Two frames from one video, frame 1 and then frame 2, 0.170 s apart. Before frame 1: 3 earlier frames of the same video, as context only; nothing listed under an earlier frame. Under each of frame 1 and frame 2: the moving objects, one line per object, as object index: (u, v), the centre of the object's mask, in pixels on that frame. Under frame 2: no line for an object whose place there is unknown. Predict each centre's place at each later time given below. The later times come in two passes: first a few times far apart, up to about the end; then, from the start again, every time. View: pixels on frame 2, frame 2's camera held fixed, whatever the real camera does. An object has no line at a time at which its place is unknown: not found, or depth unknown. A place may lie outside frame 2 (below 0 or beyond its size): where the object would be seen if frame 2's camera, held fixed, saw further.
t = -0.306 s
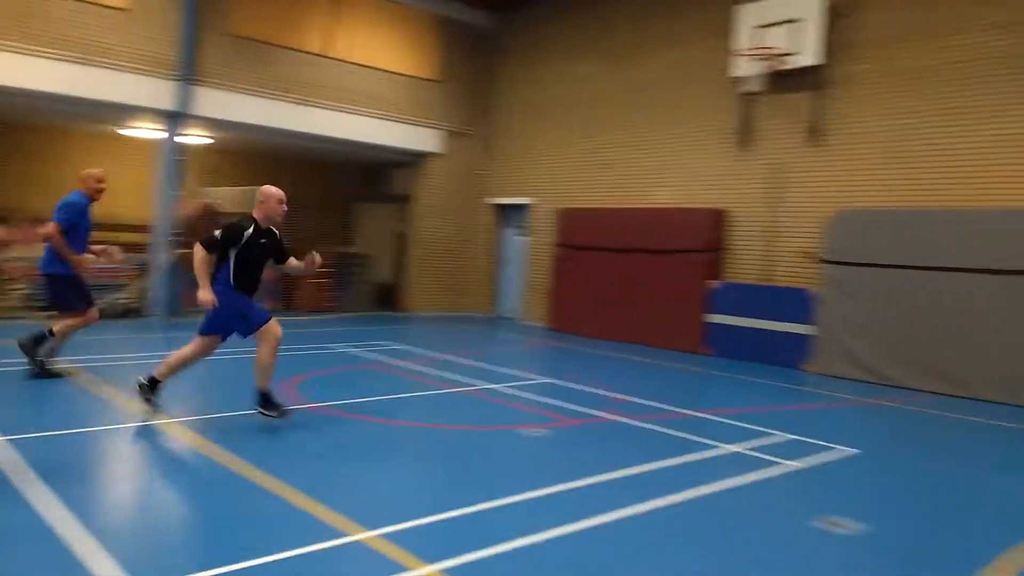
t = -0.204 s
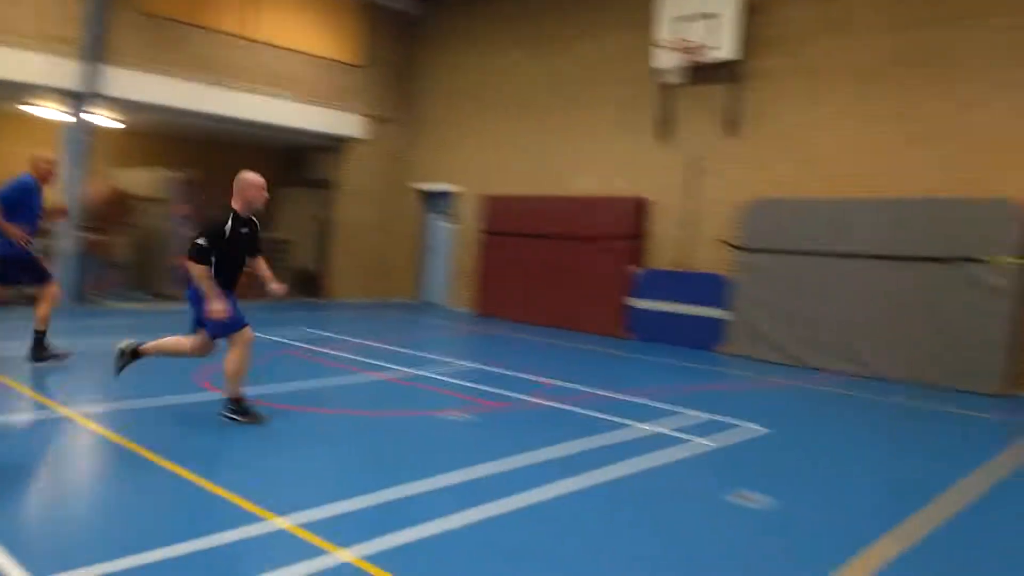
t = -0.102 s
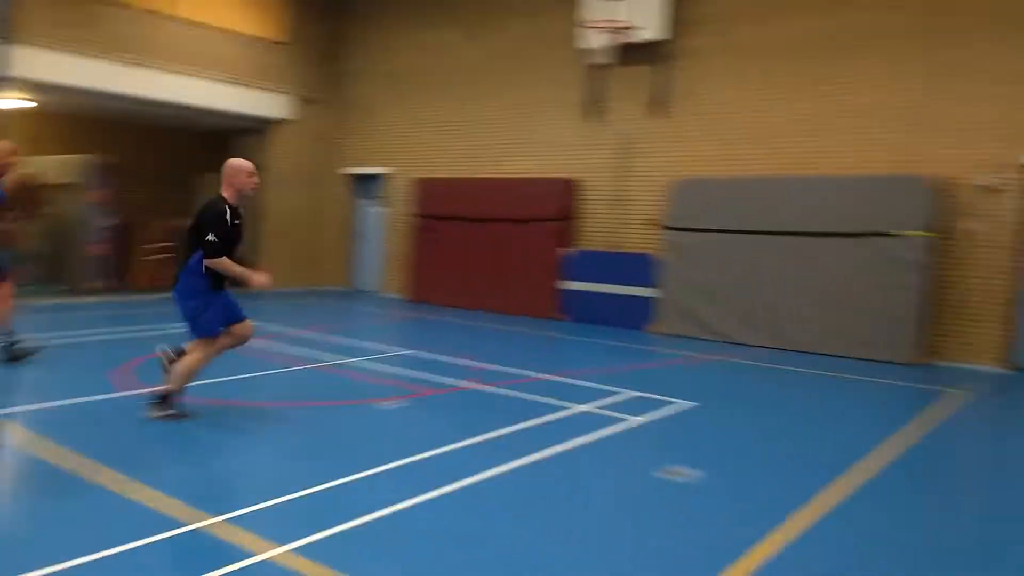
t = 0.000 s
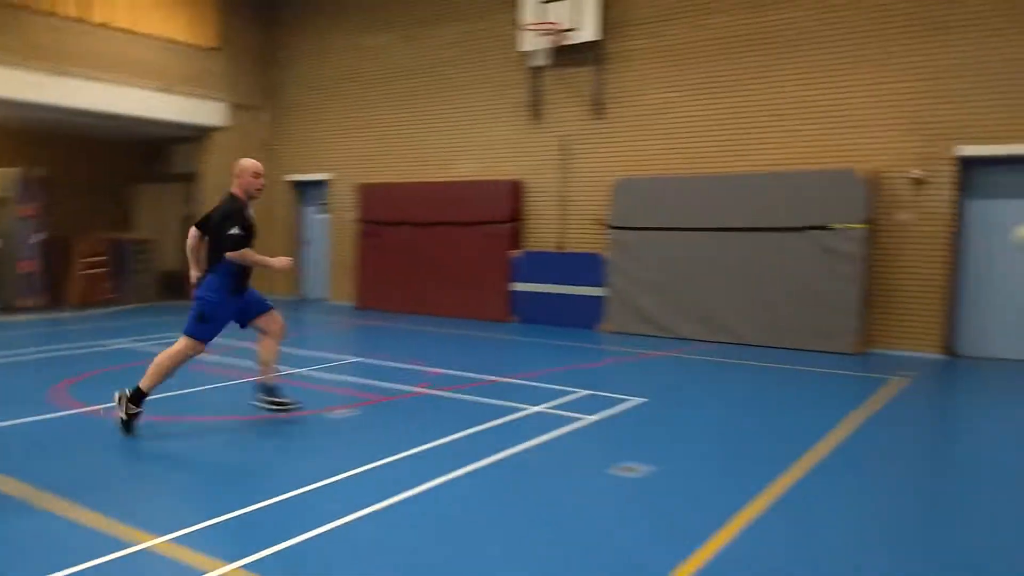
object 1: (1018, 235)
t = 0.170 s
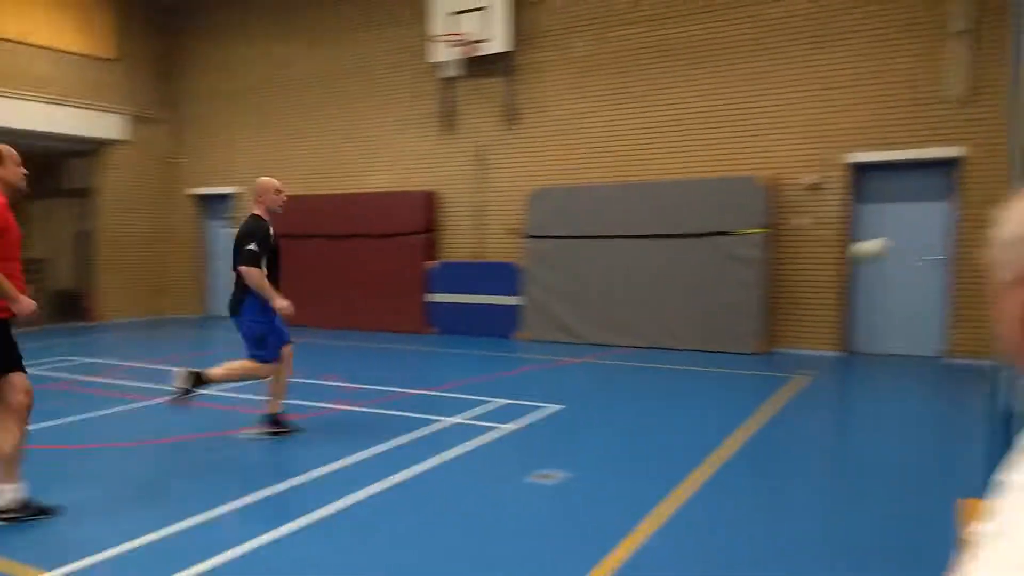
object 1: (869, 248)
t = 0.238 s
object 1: (849, 263)
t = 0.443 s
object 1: (796, 325)
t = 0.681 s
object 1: (785, 301)
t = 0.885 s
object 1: (781, 279)
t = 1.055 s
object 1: (787, 284)
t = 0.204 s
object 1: (859, 255)
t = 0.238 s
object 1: (849, 263)
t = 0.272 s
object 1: (840, 272)
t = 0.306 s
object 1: (833, 280)
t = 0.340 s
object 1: (825, 288)
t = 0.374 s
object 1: (816, 300)
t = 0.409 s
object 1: (805, 310)
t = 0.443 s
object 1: (796, 325)
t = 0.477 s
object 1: (790, 337)
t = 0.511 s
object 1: (783, 348)
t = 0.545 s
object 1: (782, 339)
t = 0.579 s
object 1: (784, 329)
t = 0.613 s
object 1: (786, 320)
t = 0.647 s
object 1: (786, 310)
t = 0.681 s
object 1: (785, 301)
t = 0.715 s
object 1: (784, 295)
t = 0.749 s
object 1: (784, 290)
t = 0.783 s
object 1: (782, 285)
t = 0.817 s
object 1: (781, 281)
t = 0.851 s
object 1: (781, 280)
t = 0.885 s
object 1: (781, 279)
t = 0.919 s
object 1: (782, 277)
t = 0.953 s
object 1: (782, 277)
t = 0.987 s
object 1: (784, 278)
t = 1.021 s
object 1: (785, 281)
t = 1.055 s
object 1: (787, 284)
